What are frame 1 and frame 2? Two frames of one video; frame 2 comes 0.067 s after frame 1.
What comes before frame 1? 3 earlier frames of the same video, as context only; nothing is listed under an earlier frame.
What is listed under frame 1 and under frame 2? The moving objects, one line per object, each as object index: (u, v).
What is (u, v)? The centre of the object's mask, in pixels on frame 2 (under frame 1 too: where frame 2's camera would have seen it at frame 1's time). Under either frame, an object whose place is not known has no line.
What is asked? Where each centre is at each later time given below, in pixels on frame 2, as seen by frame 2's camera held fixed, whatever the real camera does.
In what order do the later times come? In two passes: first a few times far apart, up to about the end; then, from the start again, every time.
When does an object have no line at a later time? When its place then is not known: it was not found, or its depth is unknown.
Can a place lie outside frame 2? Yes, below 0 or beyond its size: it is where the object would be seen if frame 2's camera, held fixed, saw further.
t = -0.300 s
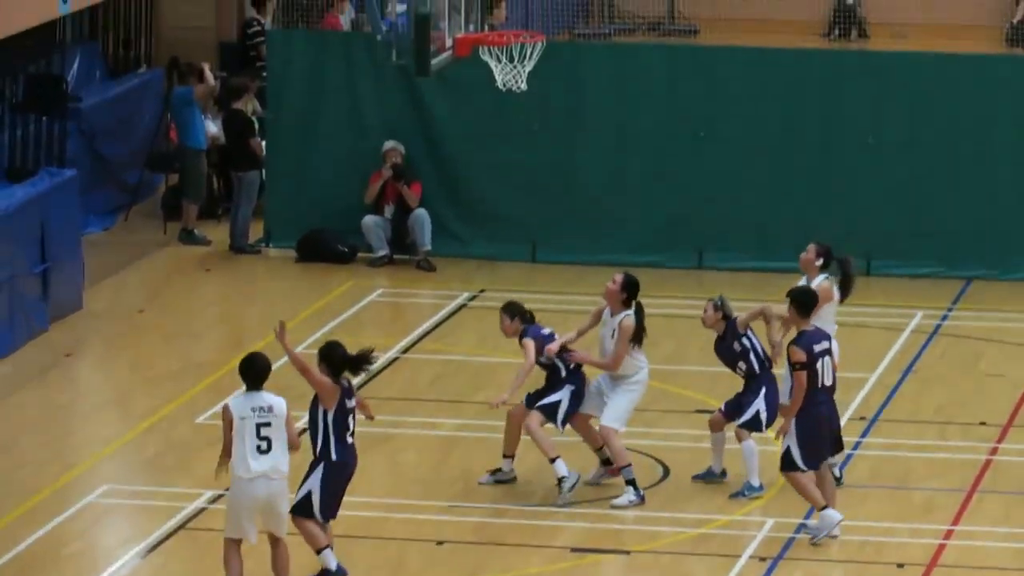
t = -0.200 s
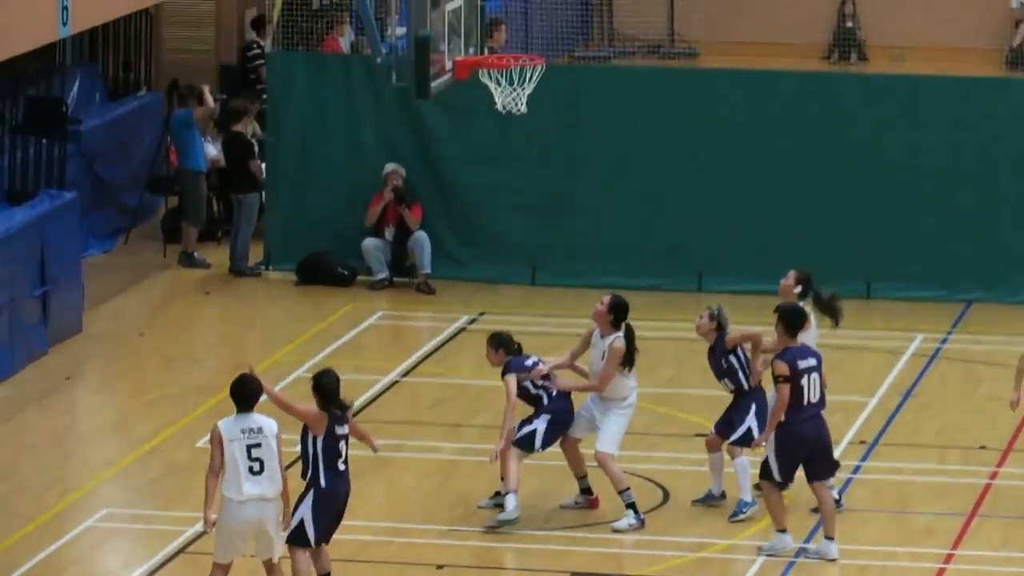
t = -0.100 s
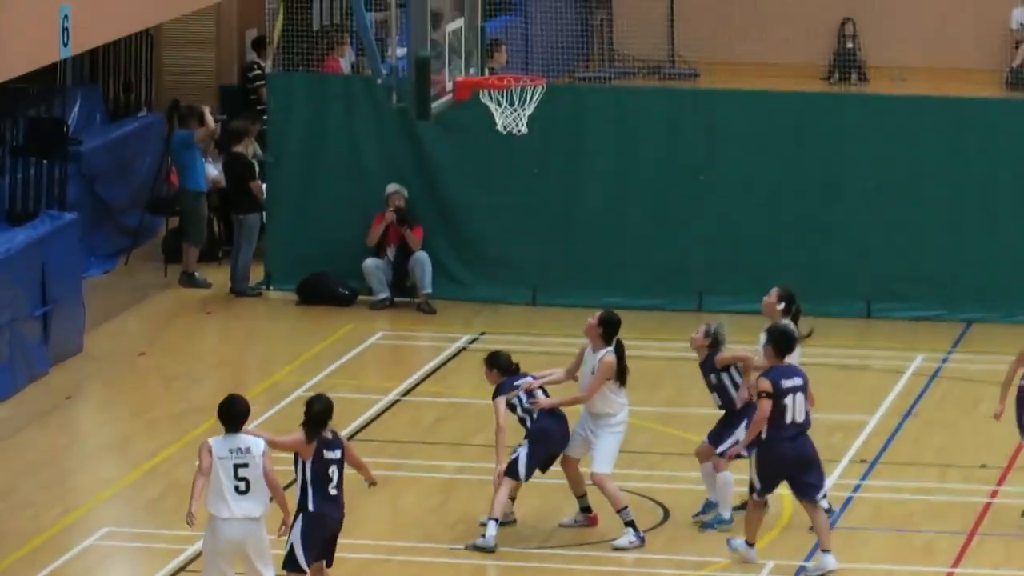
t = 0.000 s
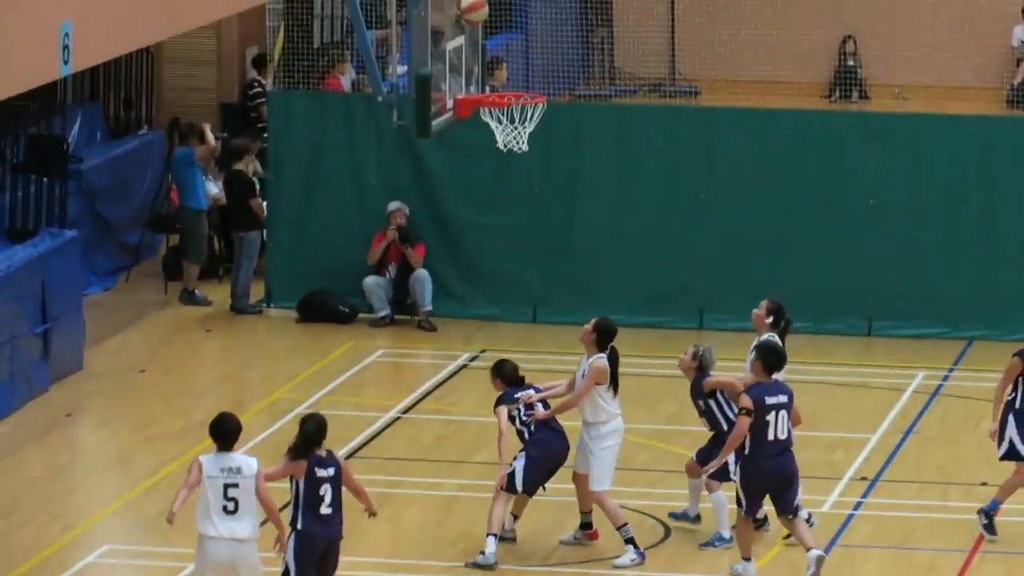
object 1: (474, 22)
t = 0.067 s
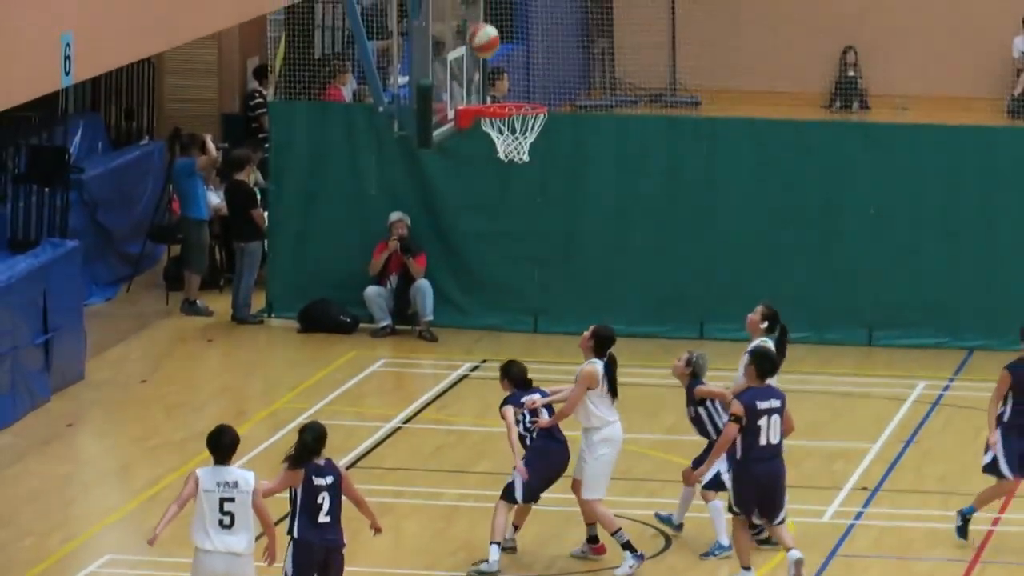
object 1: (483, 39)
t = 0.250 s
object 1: (513, 58)
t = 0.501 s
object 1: (557, -24)
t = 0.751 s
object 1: (602, -20)
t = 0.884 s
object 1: (622, 16)
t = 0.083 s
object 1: (486, 45)
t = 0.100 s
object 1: (488, 52)
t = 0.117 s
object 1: (491, 59)
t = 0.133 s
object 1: (494, 66)
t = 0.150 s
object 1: (496, 75)
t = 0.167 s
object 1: (499, 82)
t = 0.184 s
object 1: (501, 89)
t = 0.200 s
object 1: (504, 85)
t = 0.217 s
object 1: (507, 75)
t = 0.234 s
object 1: (510, 66)
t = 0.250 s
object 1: (513, 58)
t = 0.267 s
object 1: (516, 50)
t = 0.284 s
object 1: (519, 42)
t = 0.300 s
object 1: (522, 34)
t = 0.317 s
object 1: (525, 27)
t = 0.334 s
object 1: (529, 20)
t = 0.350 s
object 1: (531, 14)
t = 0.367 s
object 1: (534, 8)
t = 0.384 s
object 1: (537, 3)
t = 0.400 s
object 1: (540, -1)
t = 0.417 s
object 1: (543, -6)
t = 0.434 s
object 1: (545, -10)
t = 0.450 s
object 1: (548, -14)
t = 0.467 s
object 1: (551, -18)
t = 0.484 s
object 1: (555, -21)
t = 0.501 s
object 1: (557, -24)
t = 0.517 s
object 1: (560, -27)
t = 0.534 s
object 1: (563, -29)
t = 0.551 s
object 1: (566, -30)
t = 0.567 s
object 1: (569, -32)
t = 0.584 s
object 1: (573, -33)
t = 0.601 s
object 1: (576, -33)
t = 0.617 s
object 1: (578, -33)
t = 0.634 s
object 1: (581, -33)
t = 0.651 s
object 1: (583, -32)
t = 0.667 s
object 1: (586, -32)
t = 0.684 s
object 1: (589, -30)
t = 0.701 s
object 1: (592, -28)
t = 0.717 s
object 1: (595, -26)
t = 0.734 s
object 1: (599, -24)
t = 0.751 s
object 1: (602, -20)
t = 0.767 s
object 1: (604, -16)
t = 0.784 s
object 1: (606, -13)
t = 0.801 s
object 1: (609, -9)
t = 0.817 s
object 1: (611, -4)
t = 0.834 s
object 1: (614, 0)
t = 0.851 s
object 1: (616, 5)
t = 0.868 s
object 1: (619, 11)
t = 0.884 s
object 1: (622, 16)
